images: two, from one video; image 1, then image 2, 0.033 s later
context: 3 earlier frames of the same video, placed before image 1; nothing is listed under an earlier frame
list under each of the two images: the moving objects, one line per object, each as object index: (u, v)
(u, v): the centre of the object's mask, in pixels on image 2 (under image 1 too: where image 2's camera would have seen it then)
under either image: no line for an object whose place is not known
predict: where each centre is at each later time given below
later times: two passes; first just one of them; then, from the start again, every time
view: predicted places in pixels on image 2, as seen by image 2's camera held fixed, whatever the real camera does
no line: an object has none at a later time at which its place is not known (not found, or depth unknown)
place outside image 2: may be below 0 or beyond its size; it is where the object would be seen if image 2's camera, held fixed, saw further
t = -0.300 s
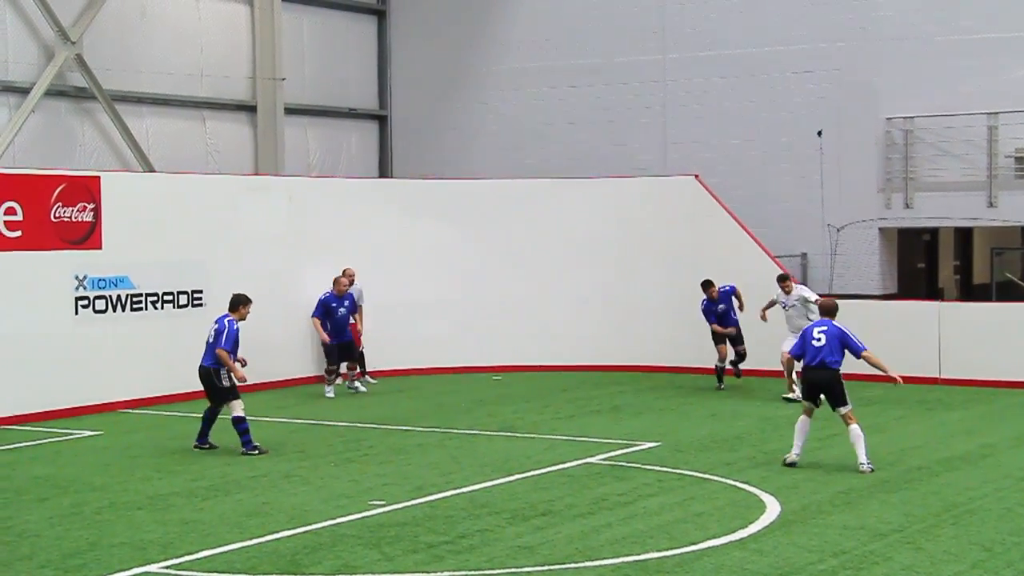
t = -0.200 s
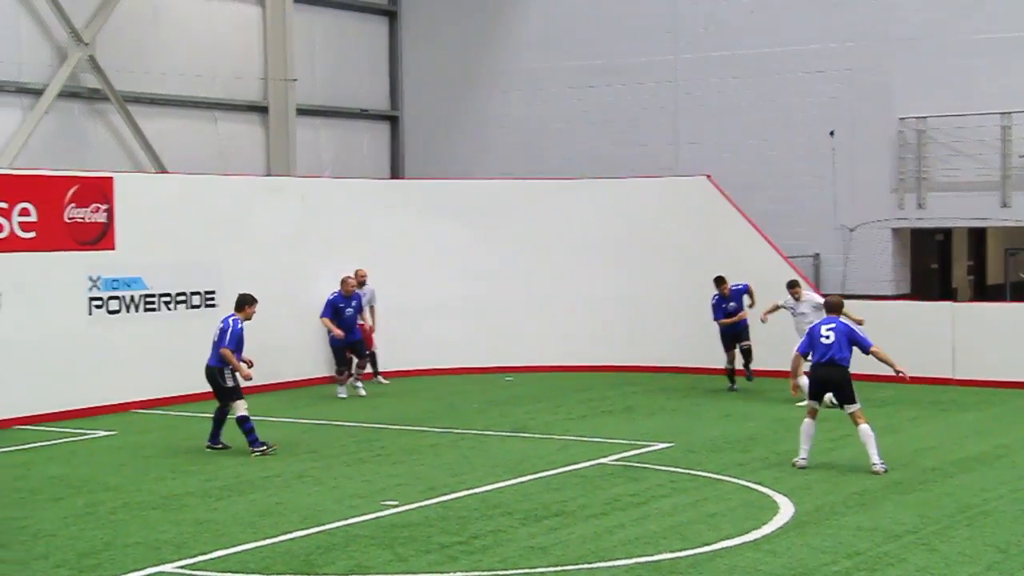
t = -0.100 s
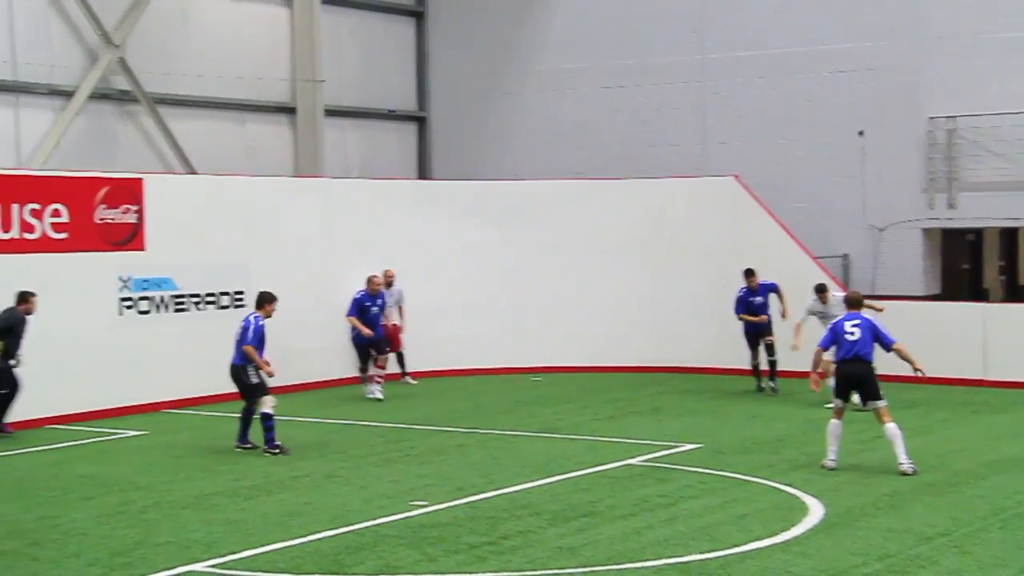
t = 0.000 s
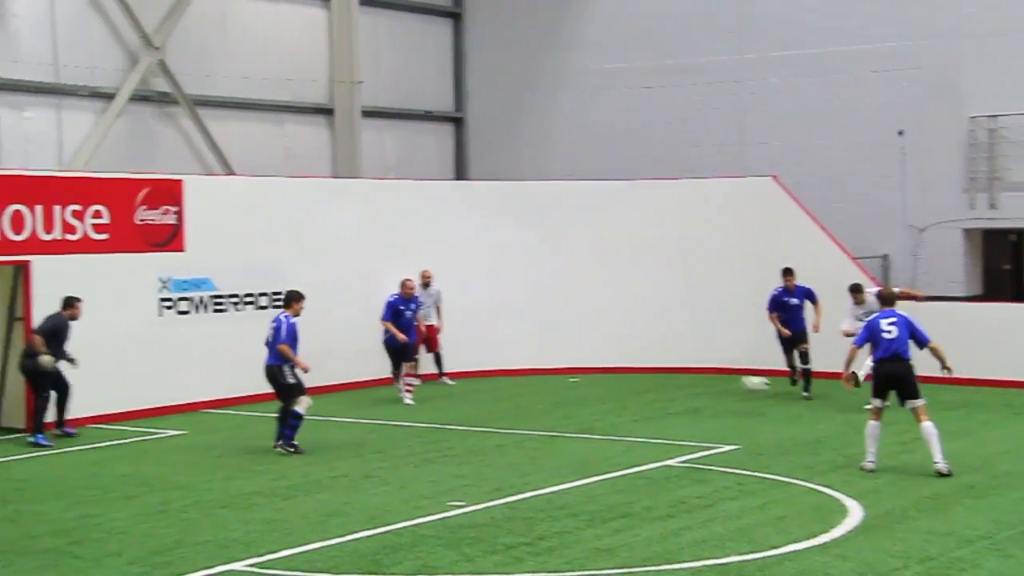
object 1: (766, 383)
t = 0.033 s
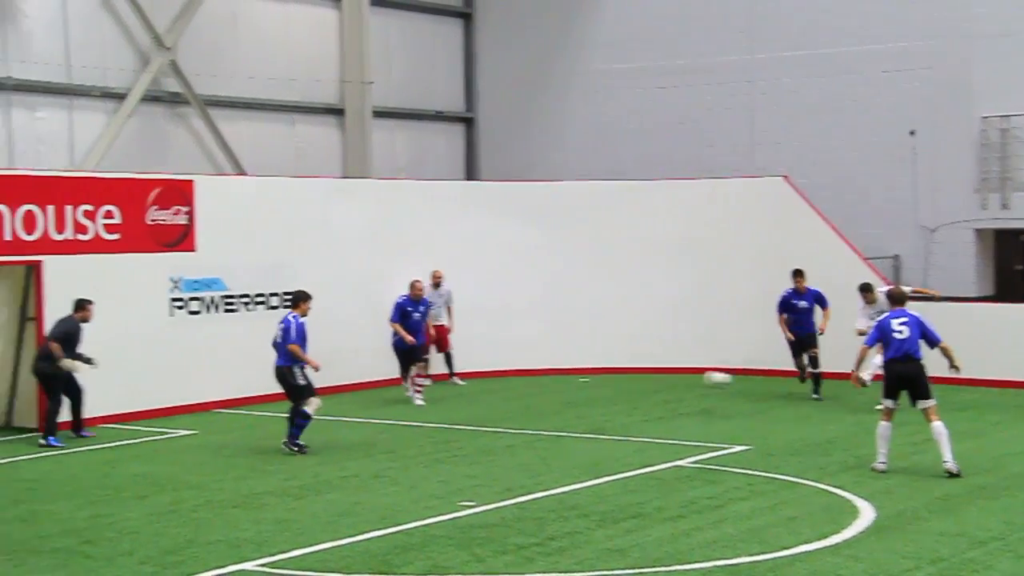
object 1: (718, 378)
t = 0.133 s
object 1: (577, 369)
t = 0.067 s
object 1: (669, 374)
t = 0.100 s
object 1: (623, 370)
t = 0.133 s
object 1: (577, 369)
